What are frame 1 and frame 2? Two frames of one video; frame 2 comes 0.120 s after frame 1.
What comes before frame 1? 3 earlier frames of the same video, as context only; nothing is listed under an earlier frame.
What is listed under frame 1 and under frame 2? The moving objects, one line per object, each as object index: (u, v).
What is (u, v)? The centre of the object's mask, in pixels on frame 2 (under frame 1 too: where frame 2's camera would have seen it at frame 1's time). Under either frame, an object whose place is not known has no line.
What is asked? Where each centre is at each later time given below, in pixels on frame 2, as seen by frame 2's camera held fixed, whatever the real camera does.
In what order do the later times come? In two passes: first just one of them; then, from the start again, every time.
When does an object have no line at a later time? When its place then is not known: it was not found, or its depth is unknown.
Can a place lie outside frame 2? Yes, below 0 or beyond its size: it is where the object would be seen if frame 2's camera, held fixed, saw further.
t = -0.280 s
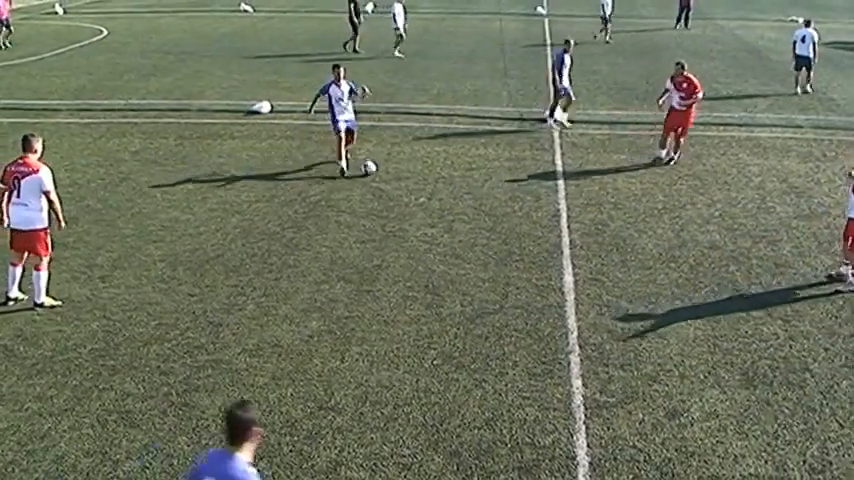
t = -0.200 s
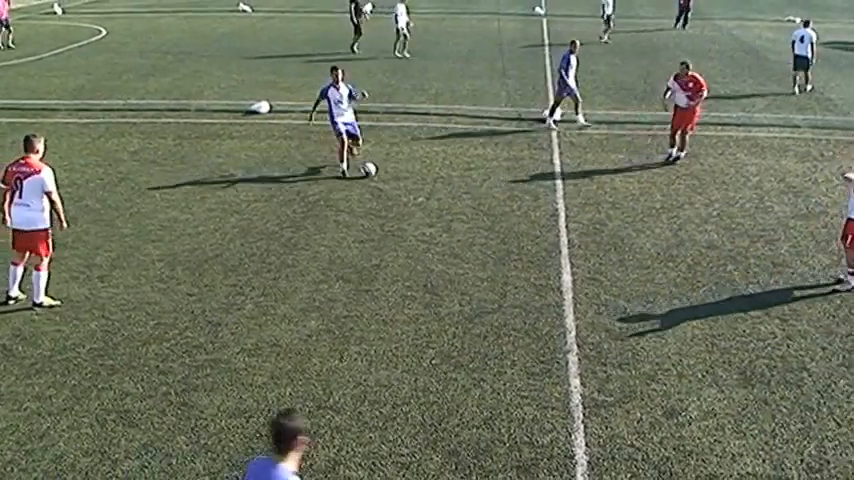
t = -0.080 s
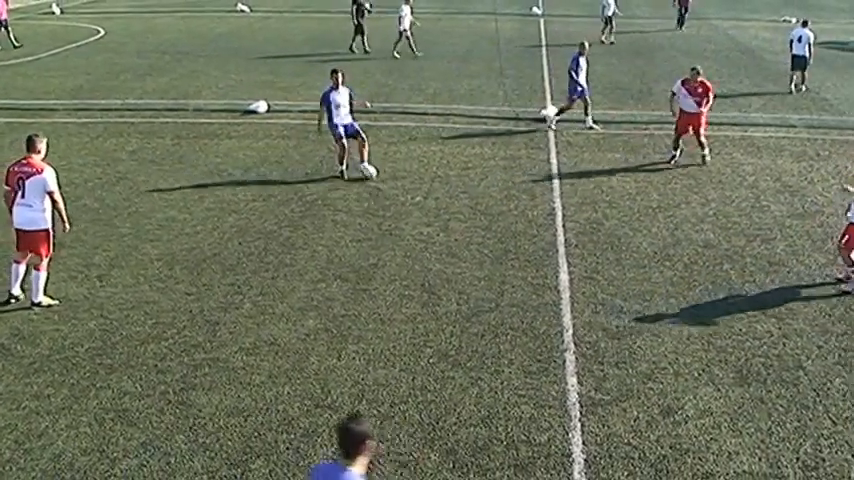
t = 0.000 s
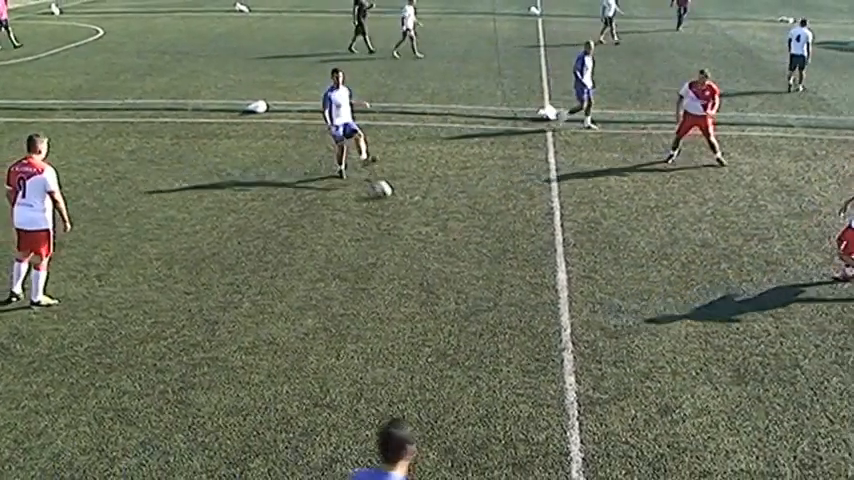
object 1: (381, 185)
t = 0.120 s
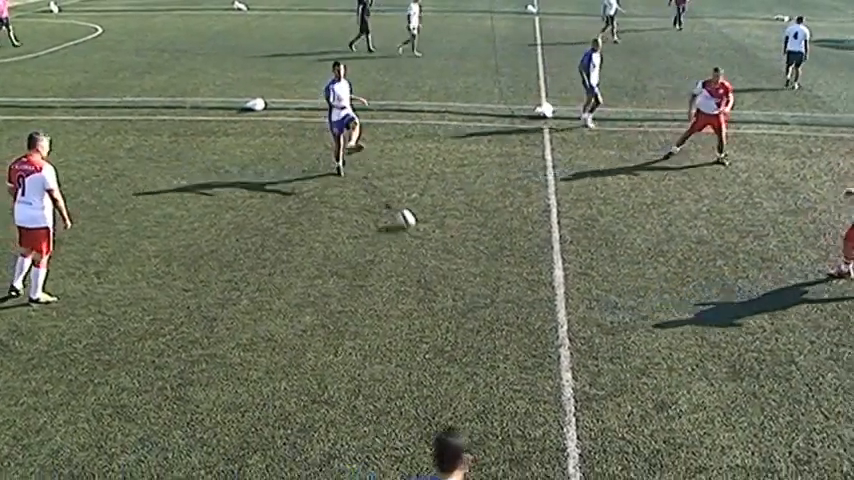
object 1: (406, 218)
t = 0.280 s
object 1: (442, 266)
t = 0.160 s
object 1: (414, 230)
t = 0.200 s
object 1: (424, 242)
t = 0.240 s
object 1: (430, 253)
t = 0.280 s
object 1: (442, 266)
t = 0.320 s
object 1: (454, 280)
